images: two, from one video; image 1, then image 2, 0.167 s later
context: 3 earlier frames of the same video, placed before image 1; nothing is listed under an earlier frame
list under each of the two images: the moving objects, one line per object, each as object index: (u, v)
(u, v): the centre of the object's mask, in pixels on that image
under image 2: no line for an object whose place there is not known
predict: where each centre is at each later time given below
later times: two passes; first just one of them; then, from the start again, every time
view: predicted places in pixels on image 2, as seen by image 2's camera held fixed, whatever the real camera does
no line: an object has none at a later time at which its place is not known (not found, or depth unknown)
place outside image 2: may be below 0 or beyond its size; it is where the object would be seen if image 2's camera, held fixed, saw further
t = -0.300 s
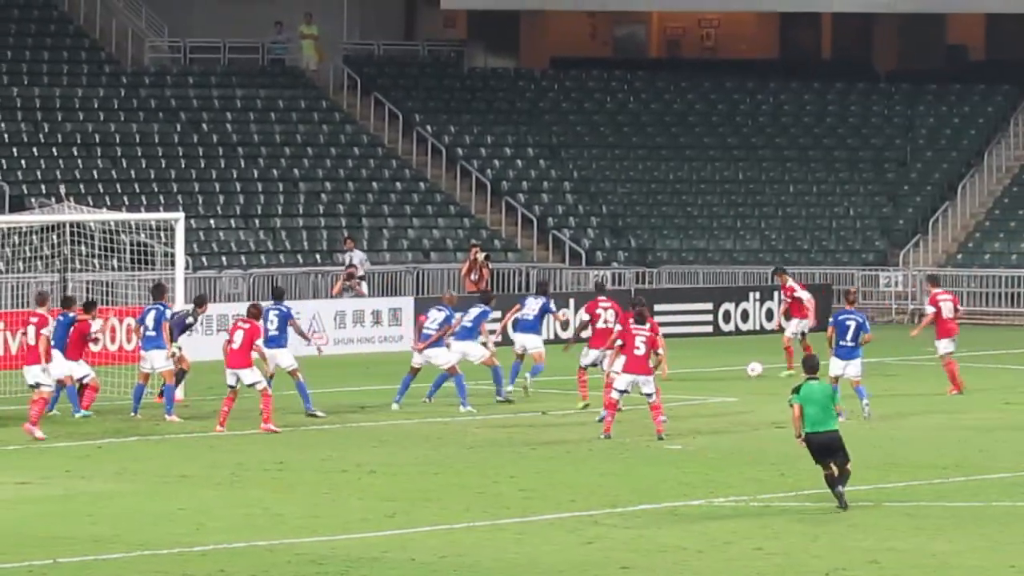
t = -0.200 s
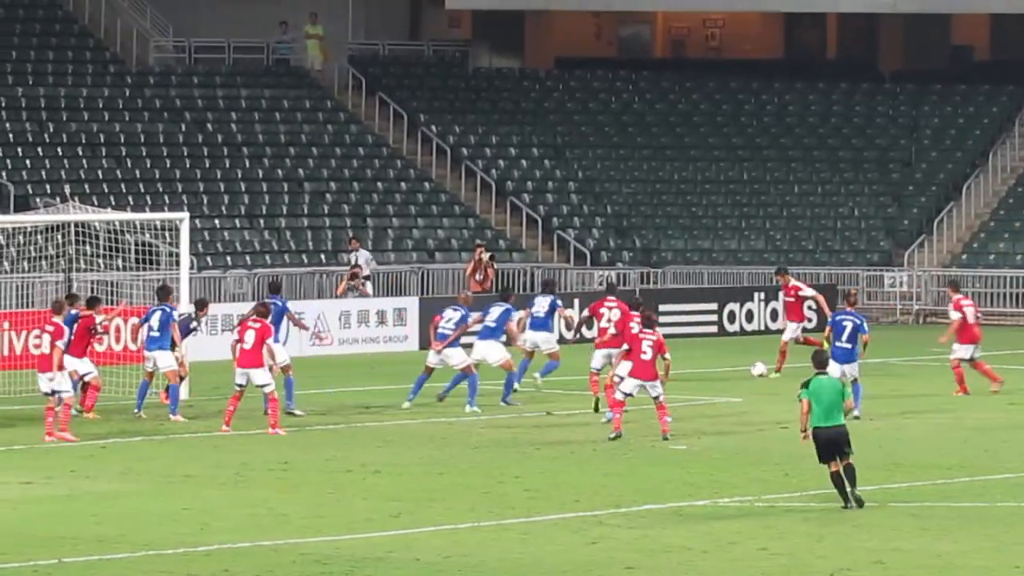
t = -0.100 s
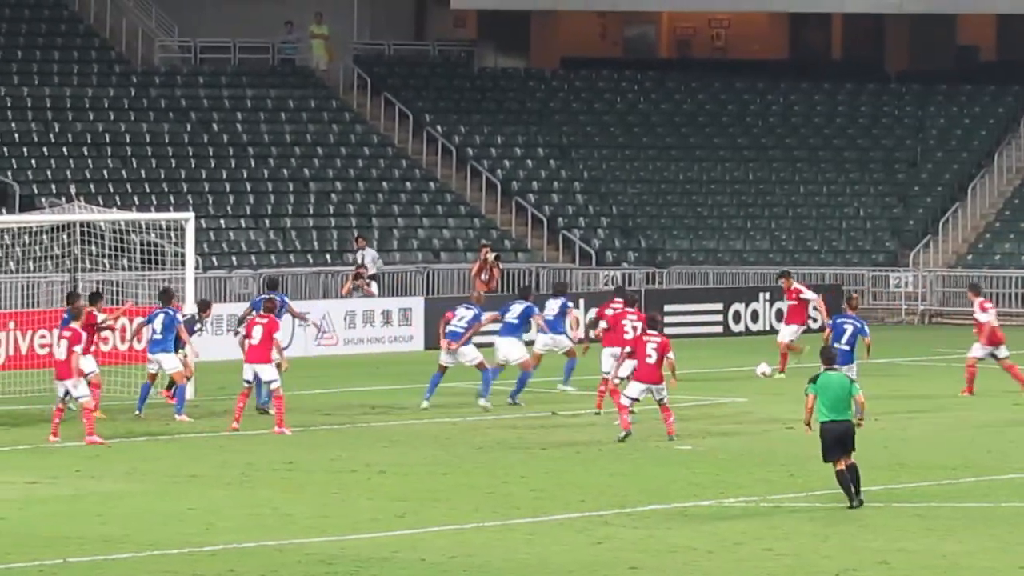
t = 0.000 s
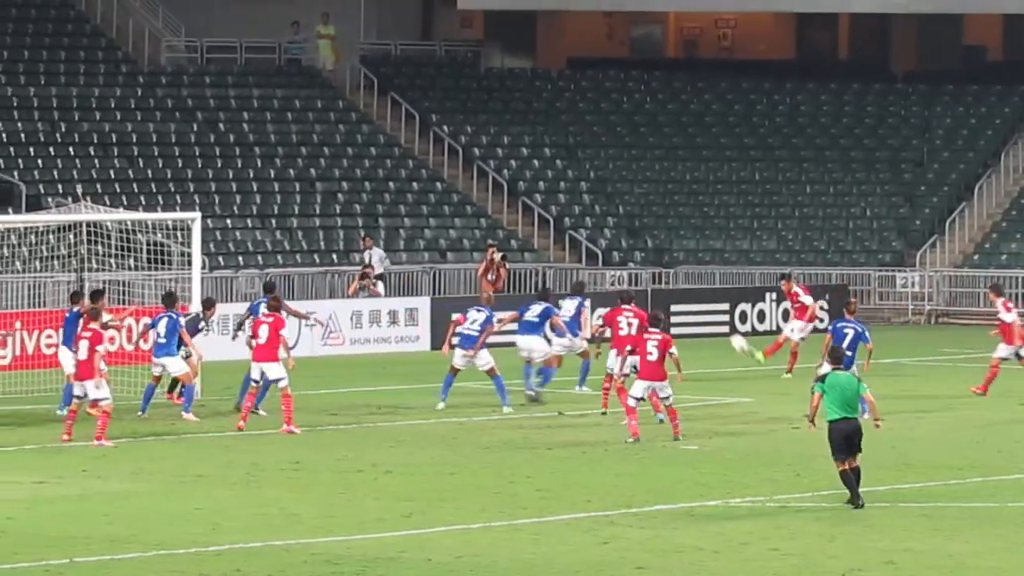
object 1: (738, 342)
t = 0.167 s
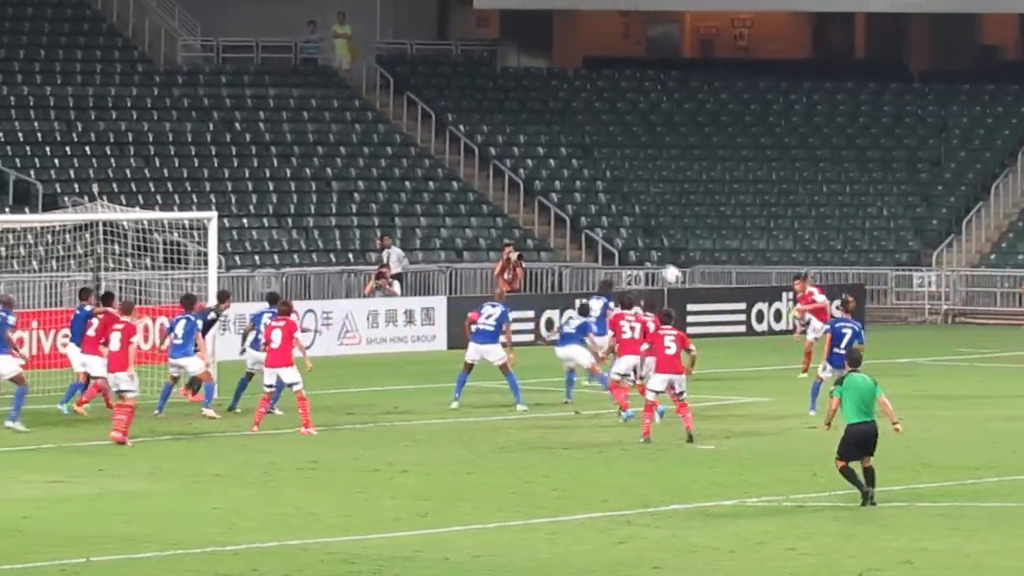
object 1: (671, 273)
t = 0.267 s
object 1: (627, 239)
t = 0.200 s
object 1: (657, 260)
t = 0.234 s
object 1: (641, 249)
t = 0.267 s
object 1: (627, 239)
